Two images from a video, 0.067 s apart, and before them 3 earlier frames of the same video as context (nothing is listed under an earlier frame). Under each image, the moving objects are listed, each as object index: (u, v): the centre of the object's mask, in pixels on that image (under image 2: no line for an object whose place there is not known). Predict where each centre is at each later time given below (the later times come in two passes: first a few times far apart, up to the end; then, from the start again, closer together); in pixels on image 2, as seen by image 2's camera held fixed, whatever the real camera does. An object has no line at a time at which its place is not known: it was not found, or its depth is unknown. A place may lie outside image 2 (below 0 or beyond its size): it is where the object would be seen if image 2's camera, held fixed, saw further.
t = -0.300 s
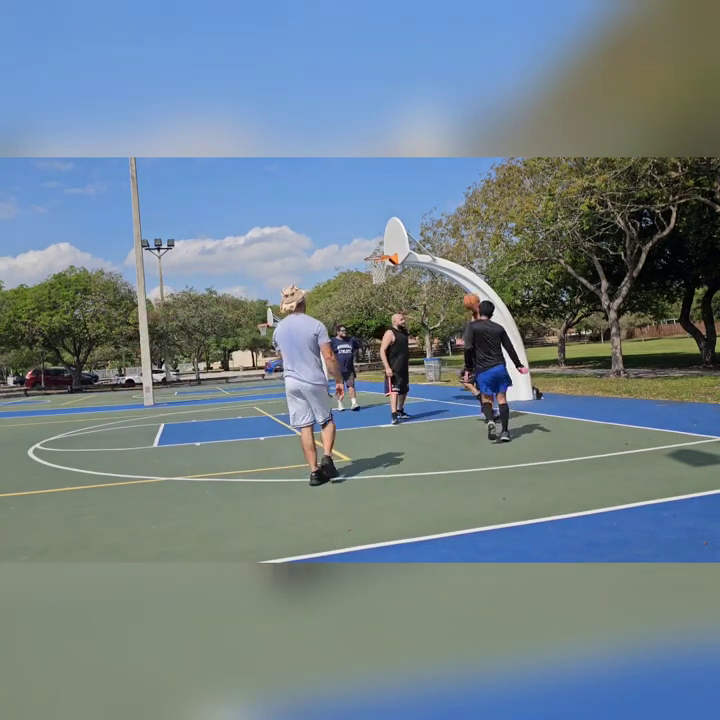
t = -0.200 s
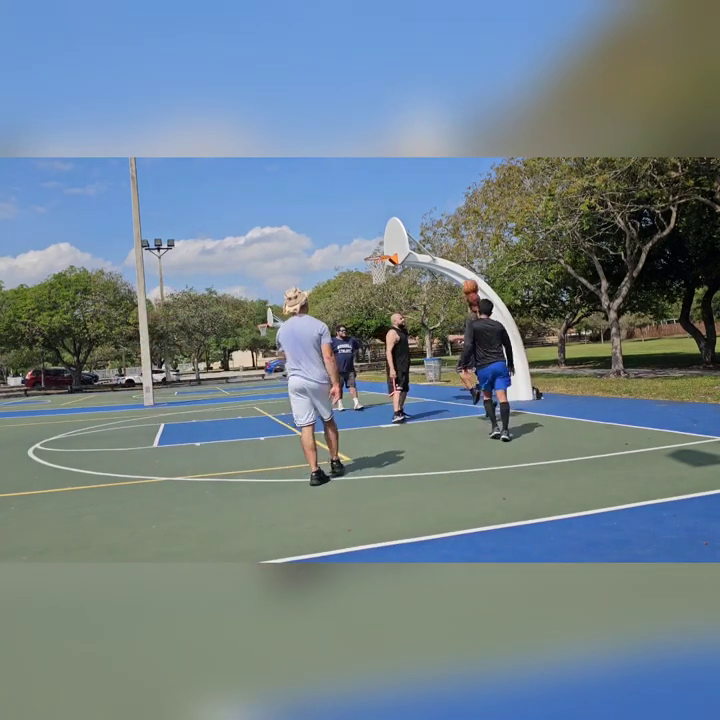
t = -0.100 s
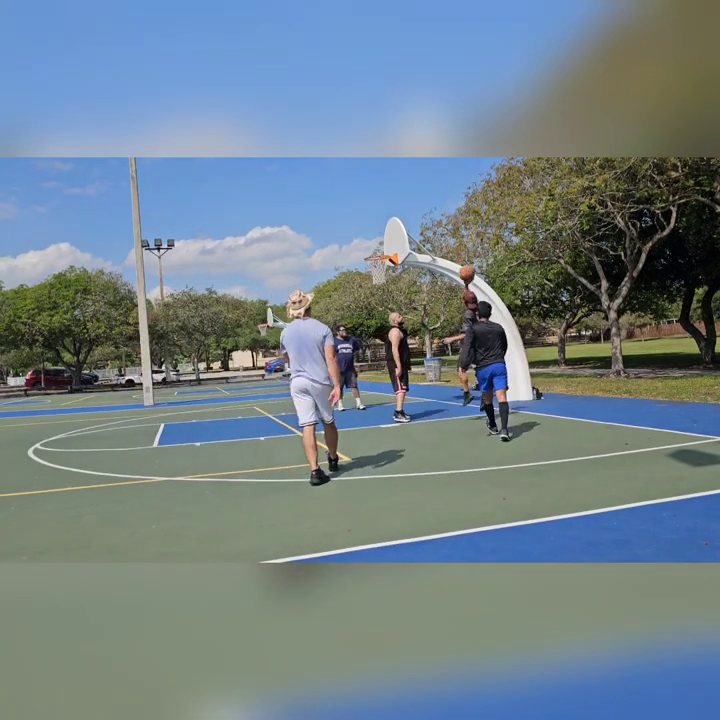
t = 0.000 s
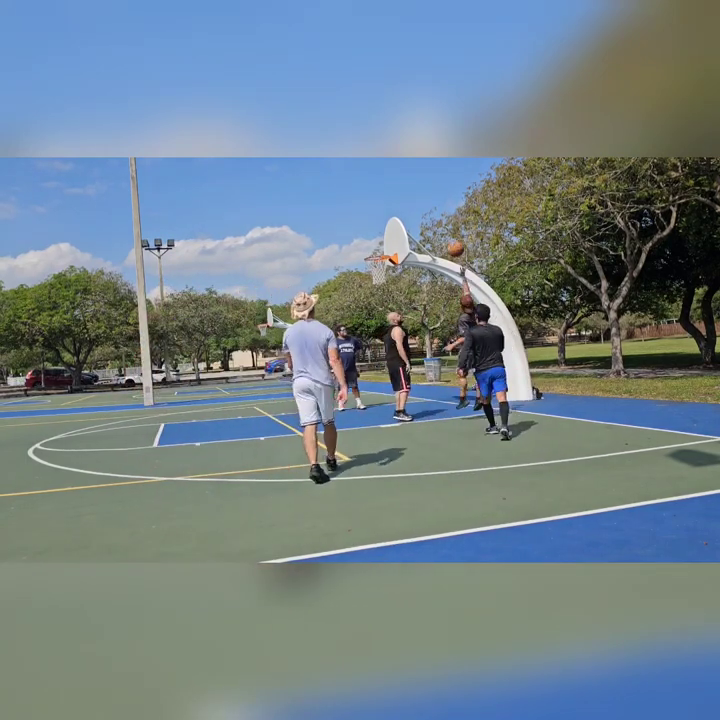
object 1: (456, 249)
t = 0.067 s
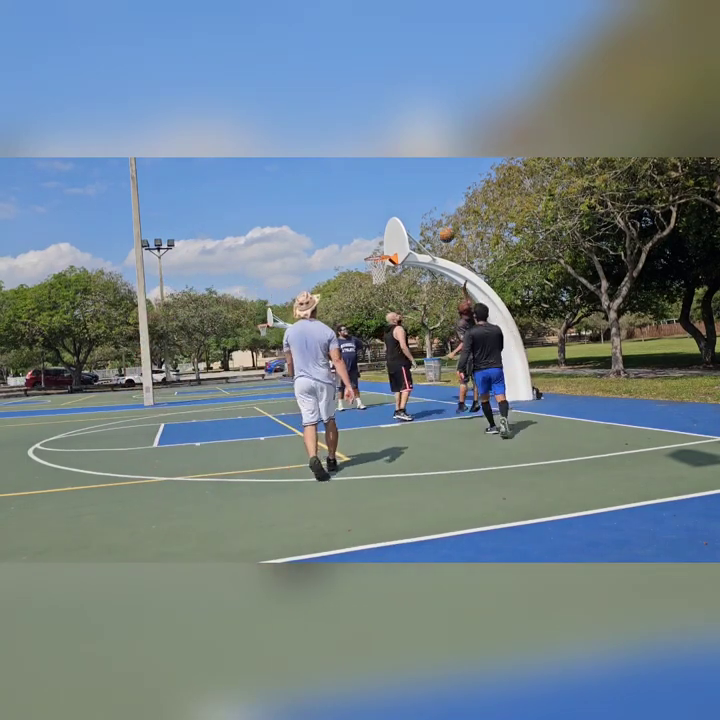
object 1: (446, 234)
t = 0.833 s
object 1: (375, 262)
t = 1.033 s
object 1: (371, 282)
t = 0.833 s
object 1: (375, 262)
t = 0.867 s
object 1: (374, 263)
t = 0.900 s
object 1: (373, 273)
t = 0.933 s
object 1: (373, 276)
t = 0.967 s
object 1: (372, 276)
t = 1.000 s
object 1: (371, 280)
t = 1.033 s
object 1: (371, 282)
